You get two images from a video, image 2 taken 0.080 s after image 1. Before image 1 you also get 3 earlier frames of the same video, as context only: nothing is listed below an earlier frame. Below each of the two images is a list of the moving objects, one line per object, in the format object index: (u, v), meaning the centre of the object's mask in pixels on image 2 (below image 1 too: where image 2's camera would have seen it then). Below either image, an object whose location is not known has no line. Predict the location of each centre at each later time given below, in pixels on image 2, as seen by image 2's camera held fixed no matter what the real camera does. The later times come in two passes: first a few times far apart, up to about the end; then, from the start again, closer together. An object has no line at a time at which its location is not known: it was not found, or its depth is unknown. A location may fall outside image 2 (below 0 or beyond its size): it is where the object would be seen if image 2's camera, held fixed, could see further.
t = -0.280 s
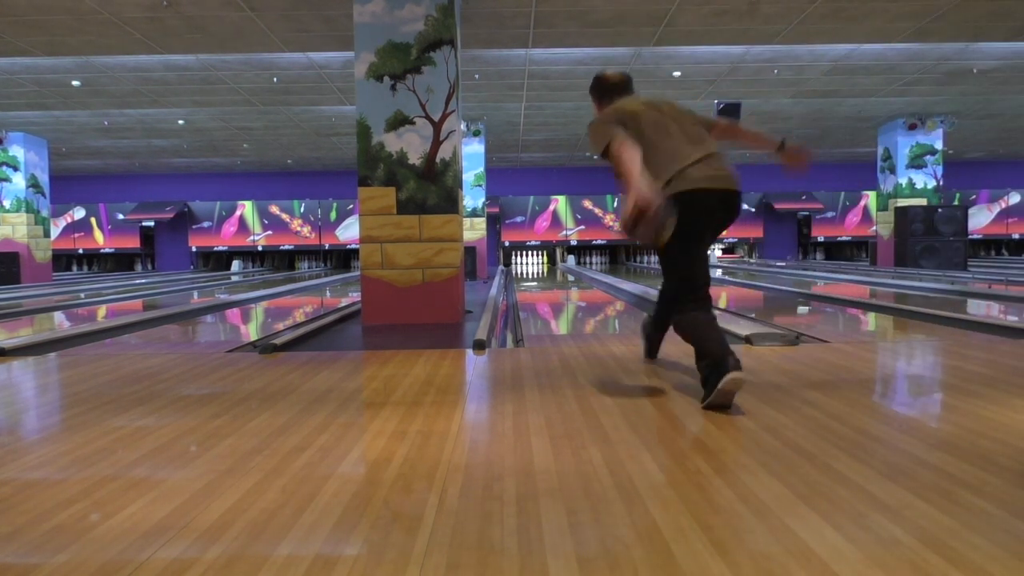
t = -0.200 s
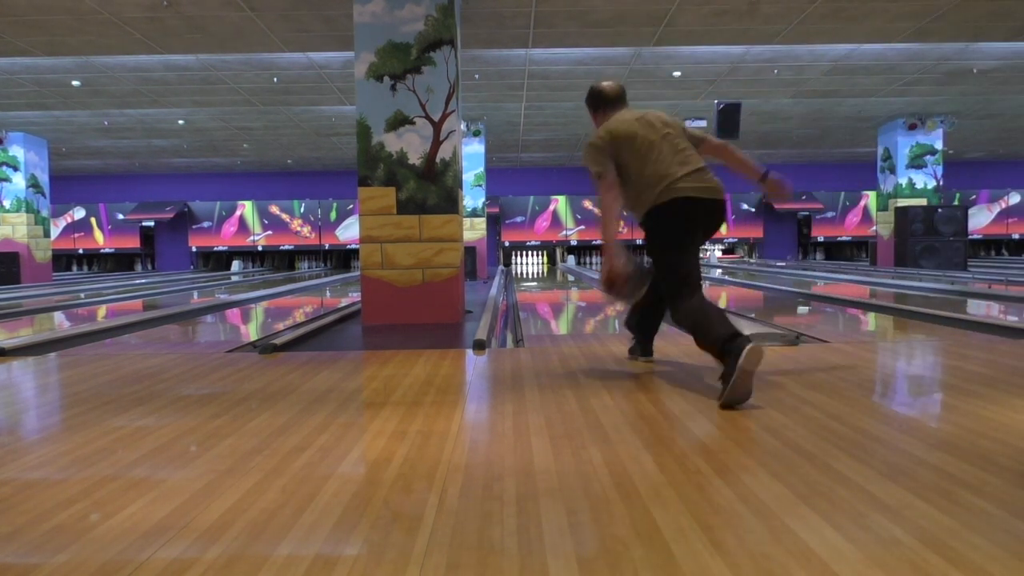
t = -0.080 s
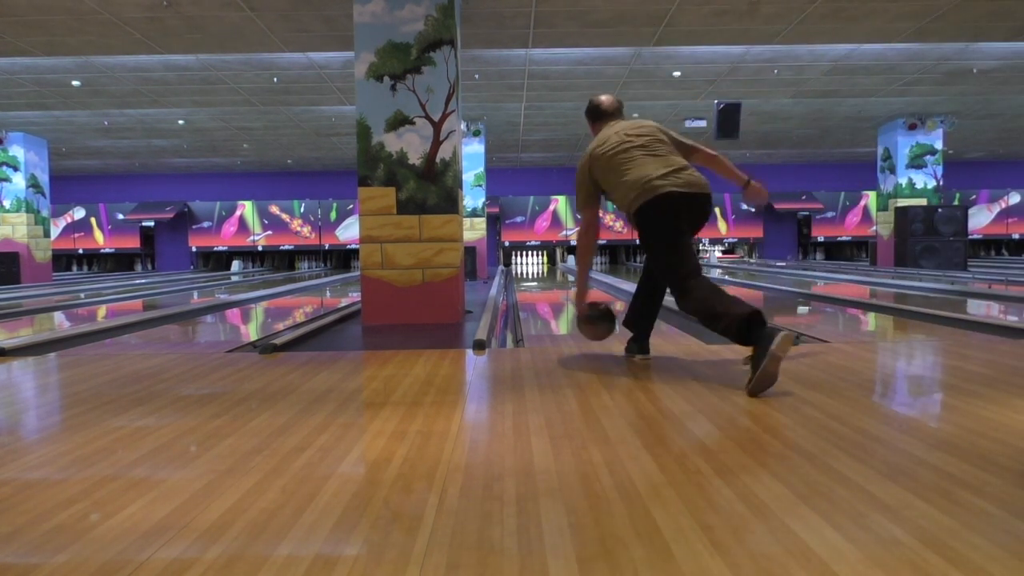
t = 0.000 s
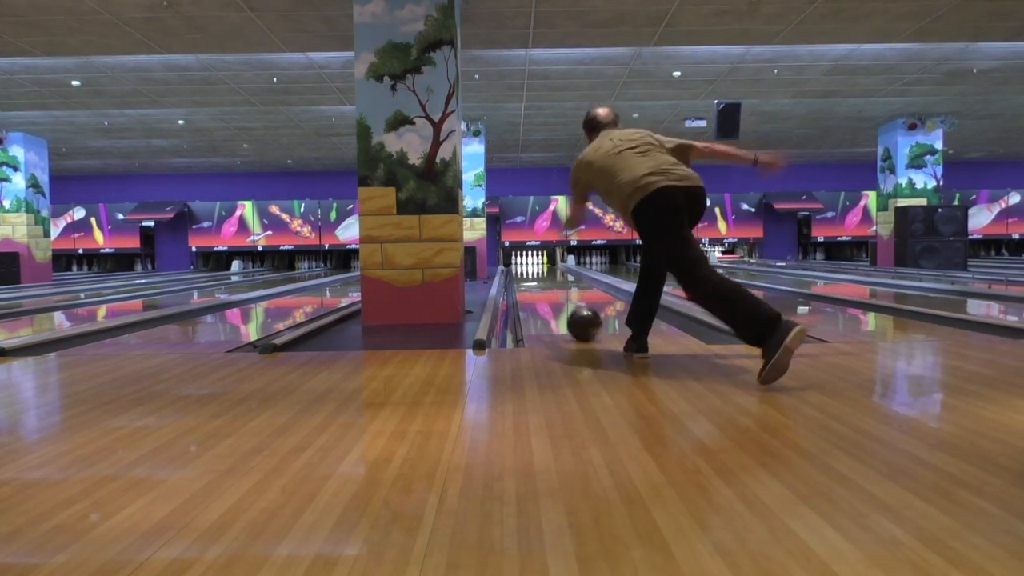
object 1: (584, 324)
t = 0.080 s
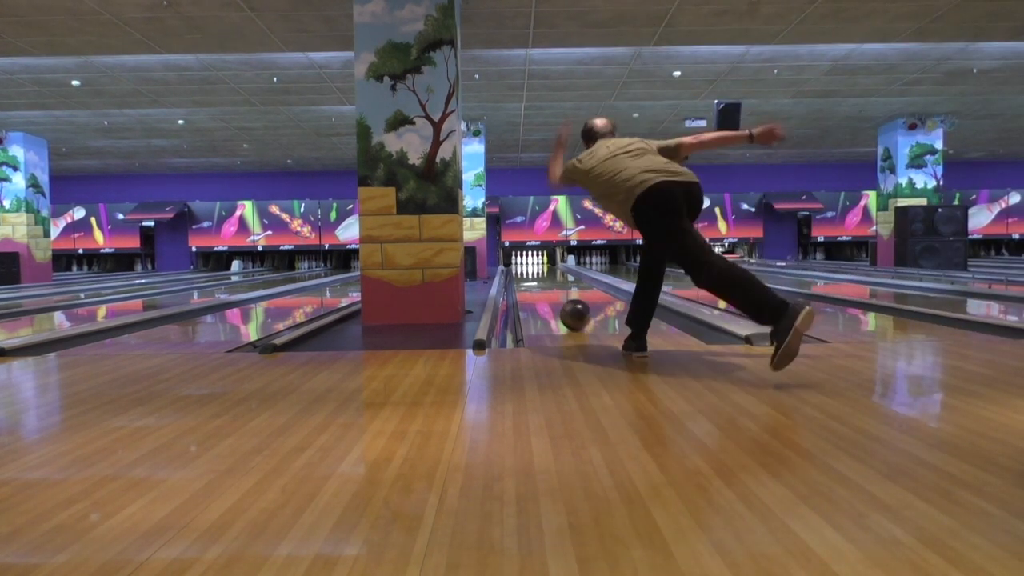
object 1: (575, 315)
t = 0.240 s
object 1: (562, 302)
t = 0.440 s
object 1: (551, 291)
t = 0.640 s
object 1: (544, 285)
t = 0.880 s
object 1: (539, 278)
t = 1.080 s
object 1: (536, 275)
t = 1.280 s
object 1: (533, 271)
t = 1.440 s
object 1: (531, 269)
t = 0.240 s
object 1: (562, 302)
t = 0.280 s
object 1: (559, 299)
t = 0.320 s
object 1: (557, 298)
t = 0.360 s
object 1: (555, 295)
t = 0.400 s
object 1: (552, 294)
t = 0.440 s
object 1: (551, 291)
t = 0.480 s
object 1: (549, 290)
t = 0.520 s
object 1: (548, 289)
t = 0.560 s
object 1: (546, 287)
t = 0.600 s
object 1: (545, 286)
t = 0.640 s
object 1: (544, 285)
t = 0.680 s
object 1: (543, 283)
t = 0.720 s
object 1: (542, 282)
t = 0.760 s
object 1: (540, 281)
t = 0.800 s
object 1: (540, 280)
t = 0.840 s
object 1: (539, 279)
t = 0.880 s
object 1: (539, 278)
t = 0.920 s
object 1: (538, 277)
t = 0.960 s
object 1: (537, 277)
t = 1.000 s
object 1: (537, 276)
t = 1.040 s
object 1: (537, 275)
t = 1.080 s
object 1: (536, 275)
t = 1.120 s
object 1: (535, 274)
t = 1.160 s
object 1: (533, 273)
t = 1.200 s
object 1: (533, 273)
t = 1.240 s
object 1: (533, 272)
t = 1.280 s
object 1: (533, 271)
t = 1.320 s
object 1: (532, 271)
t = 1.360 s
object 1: (532, 270)
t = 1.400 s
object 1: (532, 270)
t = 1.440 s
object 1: (531, 269)
